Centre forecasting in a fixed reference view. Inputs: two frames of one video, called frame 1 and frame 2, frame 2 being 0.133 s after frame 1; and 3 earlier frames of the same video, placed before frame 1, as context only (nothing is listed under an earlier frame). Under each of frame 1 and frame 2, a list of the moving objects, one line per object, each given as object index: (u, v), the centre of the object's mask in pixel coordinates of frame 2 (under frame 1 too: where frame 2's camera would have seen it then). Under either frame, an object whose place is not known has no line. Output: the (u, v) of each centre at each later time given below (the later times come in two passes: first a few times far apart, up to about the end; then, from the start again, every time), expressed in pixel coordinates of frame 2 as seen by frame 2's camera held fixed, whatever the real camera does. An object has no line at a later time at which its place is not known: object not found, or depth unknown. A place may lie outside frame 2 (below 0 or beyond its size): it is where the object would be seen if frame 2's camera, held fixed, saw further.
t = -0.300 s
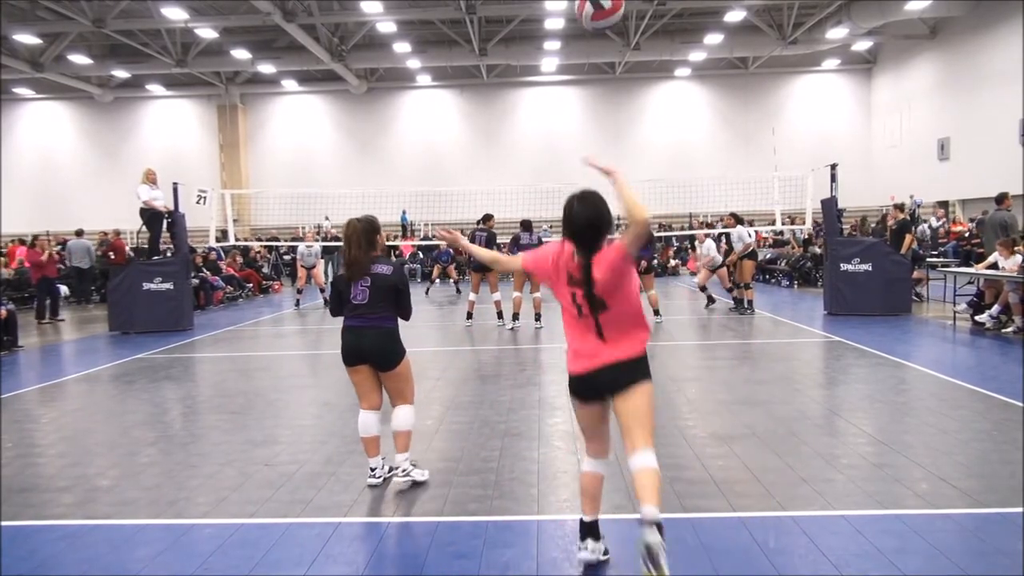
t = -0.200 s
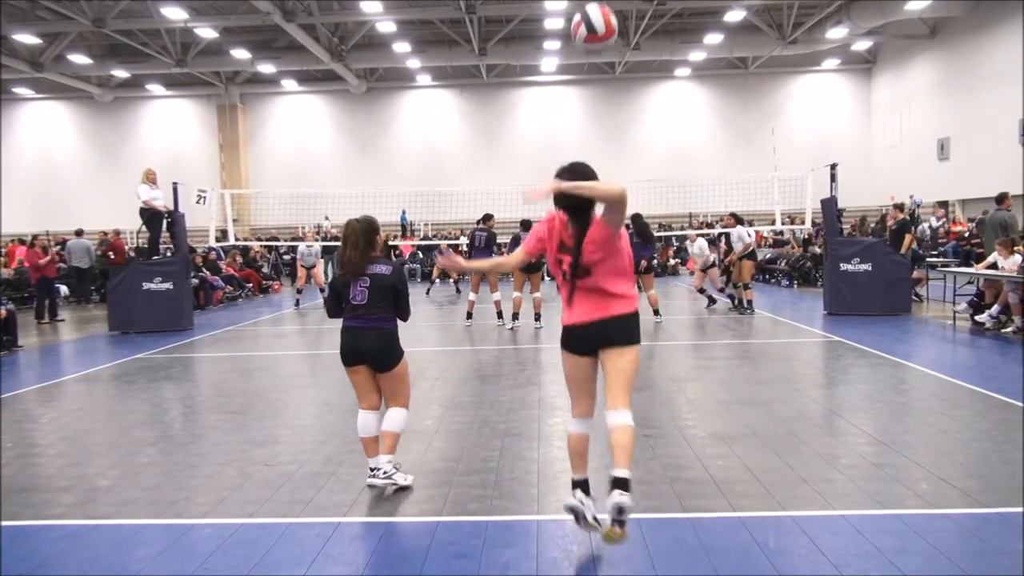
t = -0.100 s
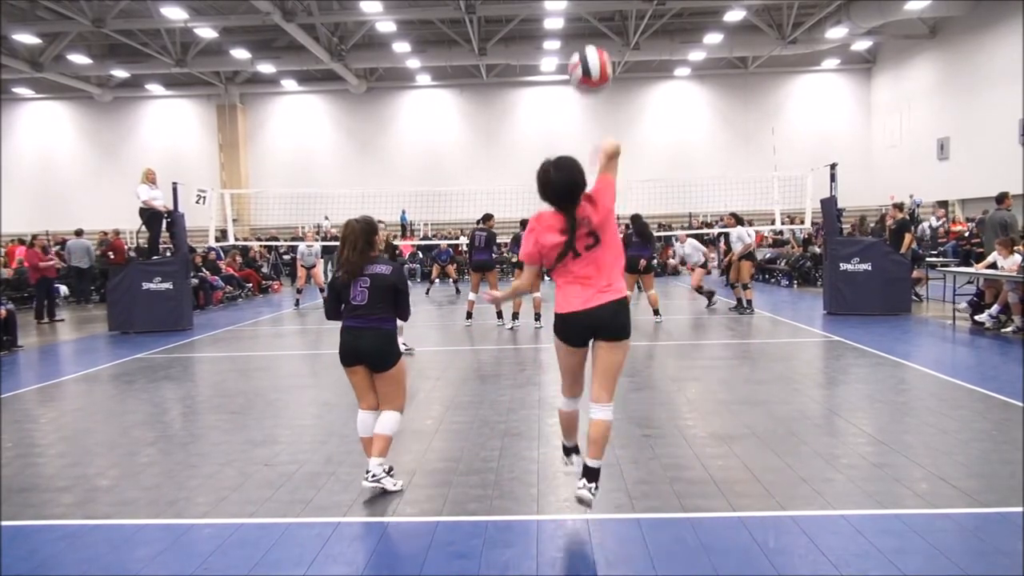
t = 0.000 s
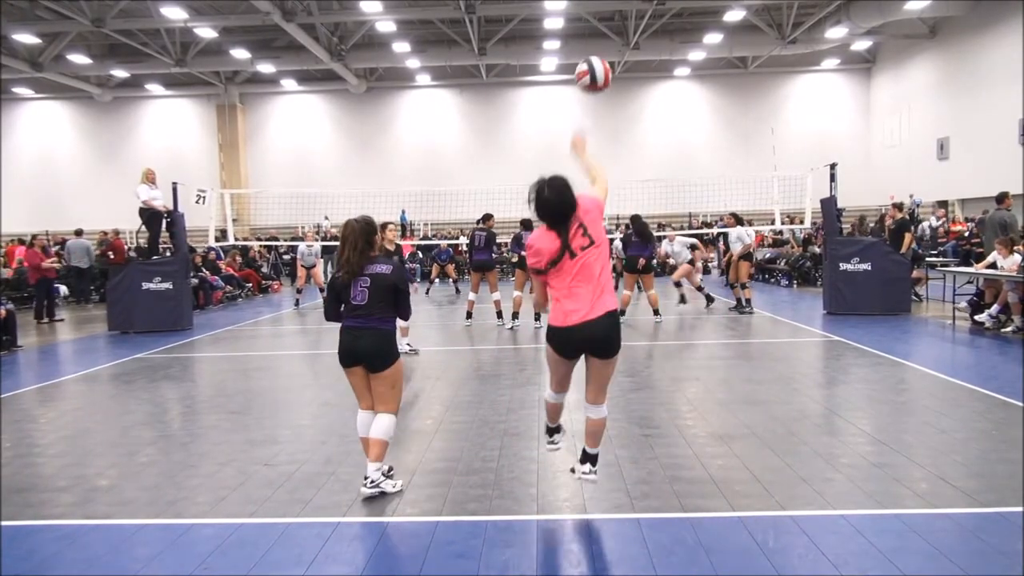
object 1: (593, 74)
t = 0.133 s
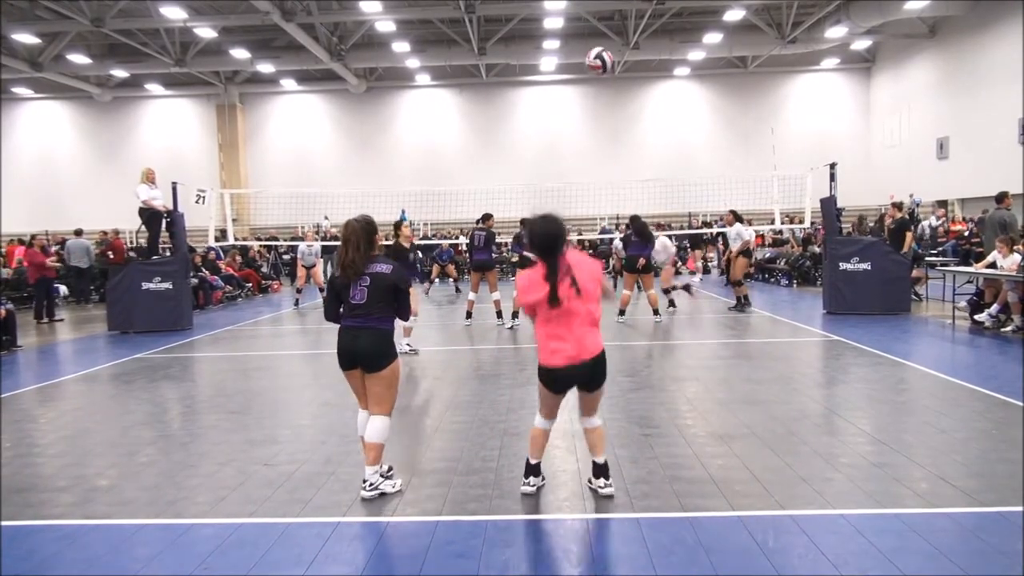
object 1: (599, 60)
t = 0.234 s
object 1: (600, 67)
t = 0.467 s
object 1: (604, 109)
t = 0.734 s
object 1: (613, 173)
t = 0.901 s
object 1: (618, 217)
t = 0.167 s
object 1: (601, 61)
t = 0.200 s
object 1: (600, 64)
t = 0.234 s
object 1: (600, 67)
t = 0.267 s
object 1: (601, 71)
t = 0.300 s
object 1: (601, 75)
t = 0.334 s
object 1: (601, 82)
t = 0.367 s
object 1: (602, 88)
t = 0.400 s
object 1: (602, 94)
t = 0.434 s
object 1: (604, 101)
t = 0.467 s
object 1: (604, 109)
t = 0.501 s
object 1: (605, 116)
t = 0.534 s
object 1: (605, 124)
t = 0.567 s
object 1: (607, 131)
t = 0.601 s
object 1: (608, 140)
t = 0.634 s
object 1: (609, 148)
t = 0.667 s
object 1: (611, 157)
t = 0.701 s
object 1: (612, 165)
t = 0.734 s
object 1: (613, 173)
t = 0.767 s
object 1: (614, 183)
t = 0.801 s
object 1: (615, 191)
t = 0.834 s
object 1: (616, 198)
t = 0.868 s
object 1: (616, 208)
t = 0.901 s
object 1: (618, 217)
